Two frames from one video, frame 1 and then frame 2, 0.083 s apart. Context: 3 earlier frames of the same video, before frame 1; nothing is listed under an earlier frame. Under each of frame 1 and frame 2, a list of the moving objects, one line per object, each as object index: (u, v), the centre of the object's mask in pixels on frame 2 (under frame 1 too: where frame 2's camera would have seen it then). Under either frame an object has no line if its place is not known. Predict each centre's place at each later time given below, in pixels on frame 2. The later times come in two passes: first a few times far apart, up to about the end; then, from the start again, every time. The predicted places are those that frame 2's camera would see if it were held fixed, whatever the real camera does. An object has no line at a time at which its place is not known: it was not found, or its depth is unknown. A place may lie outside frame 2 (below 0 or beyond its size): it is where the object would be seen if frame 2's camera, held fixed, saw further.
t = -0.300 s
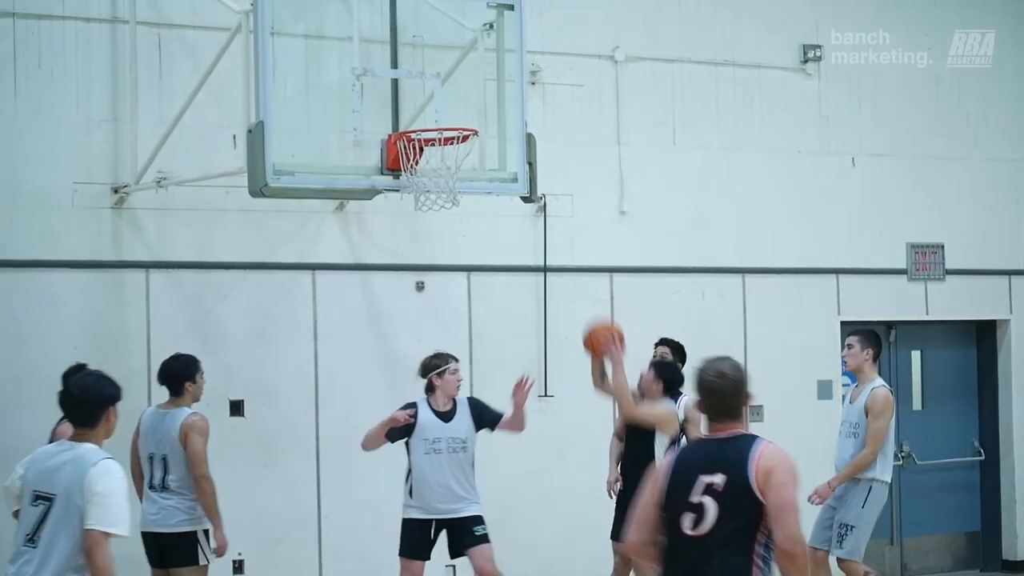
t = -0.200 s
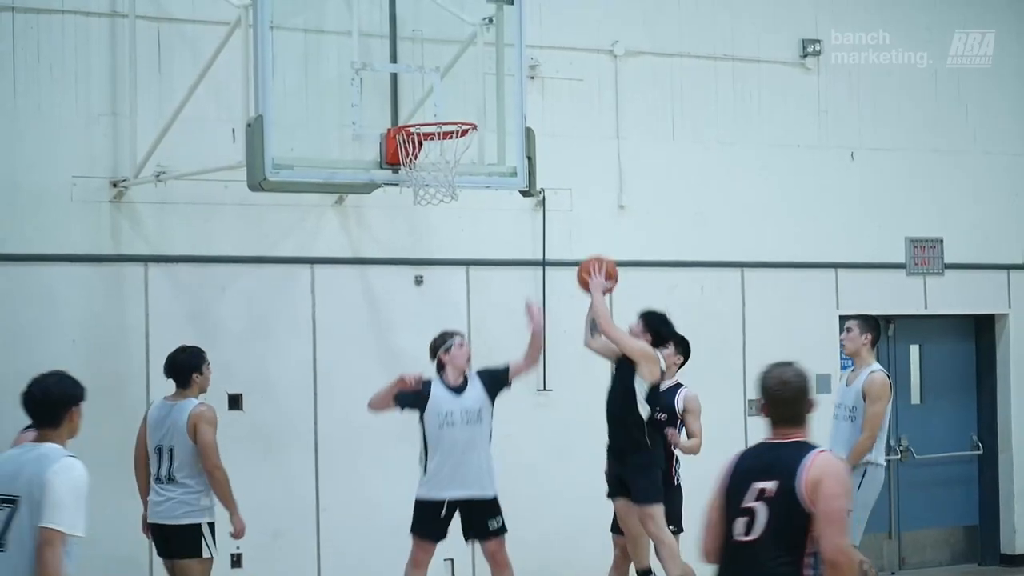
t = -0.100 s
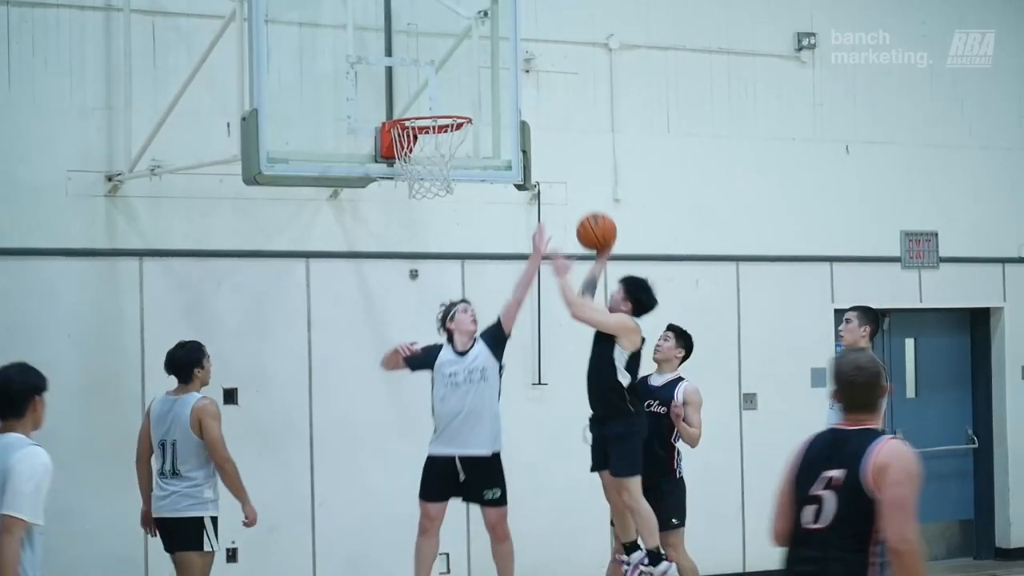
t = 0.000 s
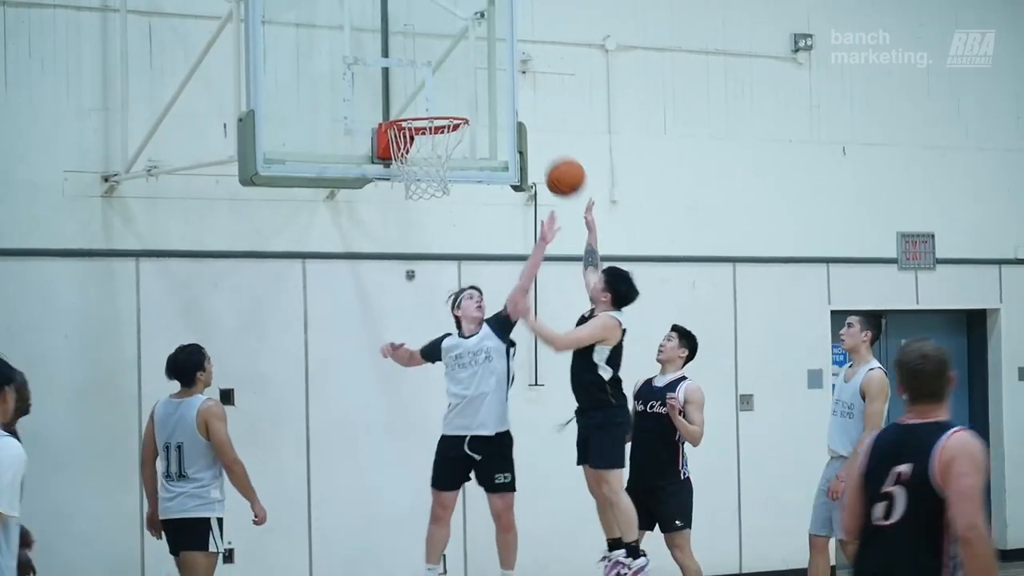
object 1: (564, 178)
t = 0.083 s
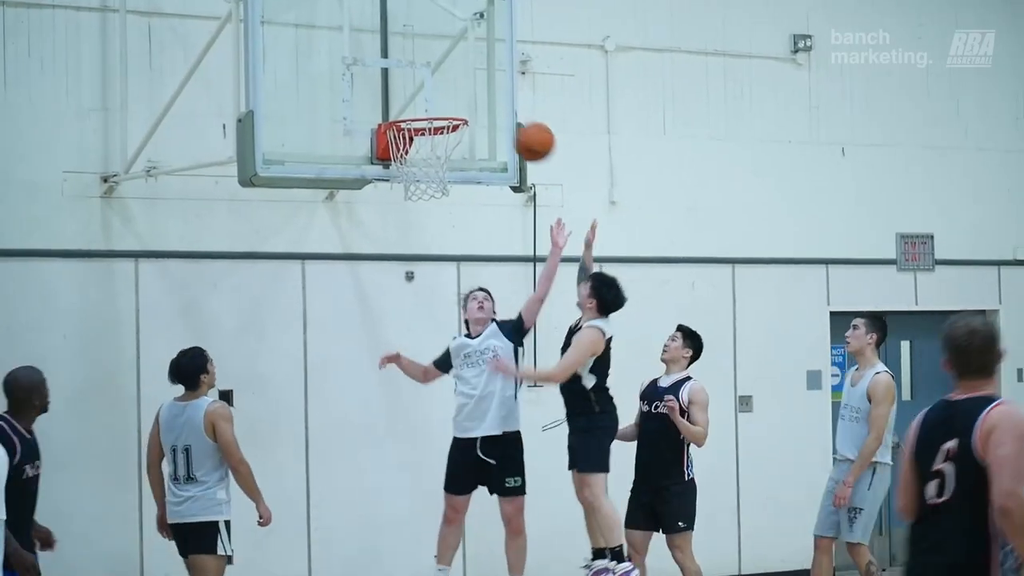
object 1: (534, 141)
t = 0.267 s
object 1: (470, 101)
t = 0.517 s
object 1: (432, 94)
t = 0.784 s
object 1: (427, 130)
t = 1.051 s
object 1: (425, 286)
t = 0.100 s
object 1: (528, 135)
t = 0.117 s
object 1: (522, 130)
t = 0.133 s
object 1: (516, 125)
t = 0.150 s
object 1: (510, 120)
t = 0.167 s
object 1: (505, 116)
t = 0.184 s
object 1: (499, 113)
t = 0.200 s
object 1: (493, 109)
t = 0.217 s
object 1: (487, 106)
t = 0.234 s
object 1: (481, 104)
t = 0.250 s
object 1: (476, 102)
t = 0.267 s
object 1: (470, 101)
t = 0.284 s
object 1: (464, 100)
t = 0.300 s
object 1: (457, 99)
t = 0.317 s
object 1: (451, 99)
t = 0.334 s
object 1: (445, 99)
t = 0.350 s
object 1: (443, 99)
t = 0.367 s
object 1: (441, 100)
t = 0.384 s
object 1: (439, 100)
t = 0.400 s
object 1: (437, 101)
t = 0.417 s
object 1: (435, 102)
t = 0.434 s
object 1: (434, 103)
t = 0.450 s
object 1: (434, 101)
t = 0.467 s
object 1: (433, 99)
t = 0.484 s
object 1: (432, 97)
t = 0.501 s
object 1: (432, 95)
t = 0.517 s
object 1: (432, 94)
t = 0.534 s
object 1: (431, 93)
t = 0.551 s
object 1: (431, 92)
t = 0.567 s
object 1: (430, 92)
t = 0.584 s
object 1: (430, 92)
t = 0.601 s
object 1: (430, 92)
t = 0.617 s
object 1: (429, 93)
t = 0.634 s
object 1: (429, 95)
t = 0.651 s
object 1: (429, 97)
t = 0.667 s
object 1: (428, 98)
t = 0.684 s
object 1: (428, 100)
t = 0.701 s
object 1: (427, 102)
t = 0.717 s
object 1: (427, 111)
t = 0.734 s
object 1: (427, 115)
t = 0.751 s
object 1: (427, 119)
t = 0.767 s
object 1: (426, 124)
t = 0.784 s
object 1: (427, 130)
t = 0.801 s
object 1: (426, 137)
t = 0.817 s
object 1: (424, 142)
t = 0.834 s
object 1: (425, 149)
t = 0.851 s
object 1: (425, 158)
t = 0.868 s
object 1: (424, 165)
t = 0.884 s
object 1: (424, 174)
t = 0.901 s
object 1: (425, 197)
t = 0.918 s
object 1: (424, 202)
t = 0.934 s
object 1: (423, 206)
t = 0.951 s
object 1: (422, 213)
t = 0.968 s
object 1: (423, 223)
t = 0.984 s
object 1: (426, 235)
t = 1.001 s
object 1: (422, 246)
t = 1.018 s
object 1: (422, 258)
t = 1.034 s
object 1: (425, 272)
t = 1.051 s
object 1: (425, 286)
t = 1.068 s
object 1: (425, 300)
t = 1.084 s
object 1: (425, 314)
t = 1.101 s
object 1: (424, 329)
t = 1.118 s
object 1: (423, 344)
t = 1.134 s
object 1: (423, 359)
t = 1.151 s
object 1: (422, 375)
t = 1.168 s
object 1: (421, 391)
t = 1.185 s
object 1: (422, 410)
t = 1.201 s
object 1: (420, 427)
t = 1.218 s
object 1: (418, 445)
